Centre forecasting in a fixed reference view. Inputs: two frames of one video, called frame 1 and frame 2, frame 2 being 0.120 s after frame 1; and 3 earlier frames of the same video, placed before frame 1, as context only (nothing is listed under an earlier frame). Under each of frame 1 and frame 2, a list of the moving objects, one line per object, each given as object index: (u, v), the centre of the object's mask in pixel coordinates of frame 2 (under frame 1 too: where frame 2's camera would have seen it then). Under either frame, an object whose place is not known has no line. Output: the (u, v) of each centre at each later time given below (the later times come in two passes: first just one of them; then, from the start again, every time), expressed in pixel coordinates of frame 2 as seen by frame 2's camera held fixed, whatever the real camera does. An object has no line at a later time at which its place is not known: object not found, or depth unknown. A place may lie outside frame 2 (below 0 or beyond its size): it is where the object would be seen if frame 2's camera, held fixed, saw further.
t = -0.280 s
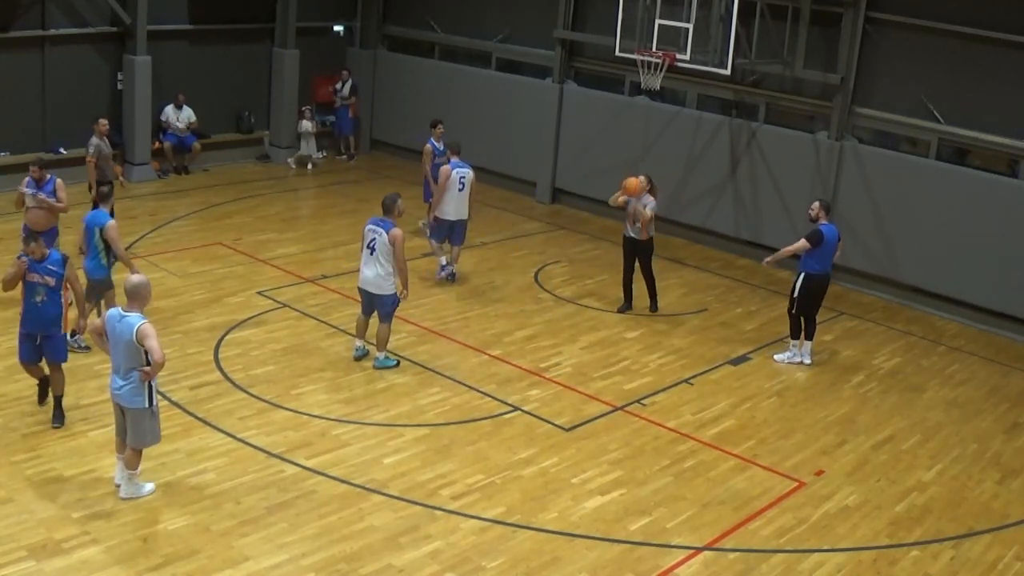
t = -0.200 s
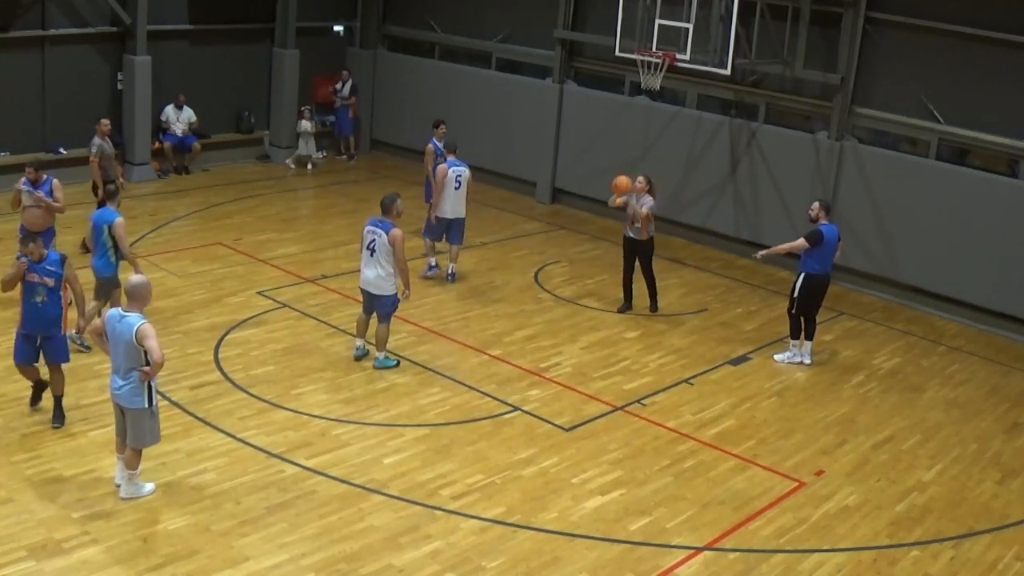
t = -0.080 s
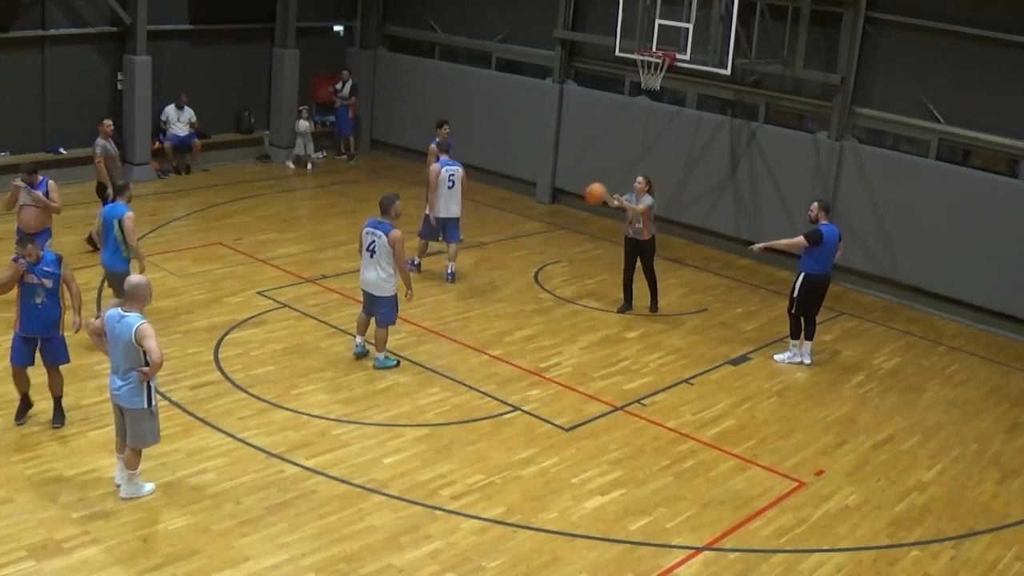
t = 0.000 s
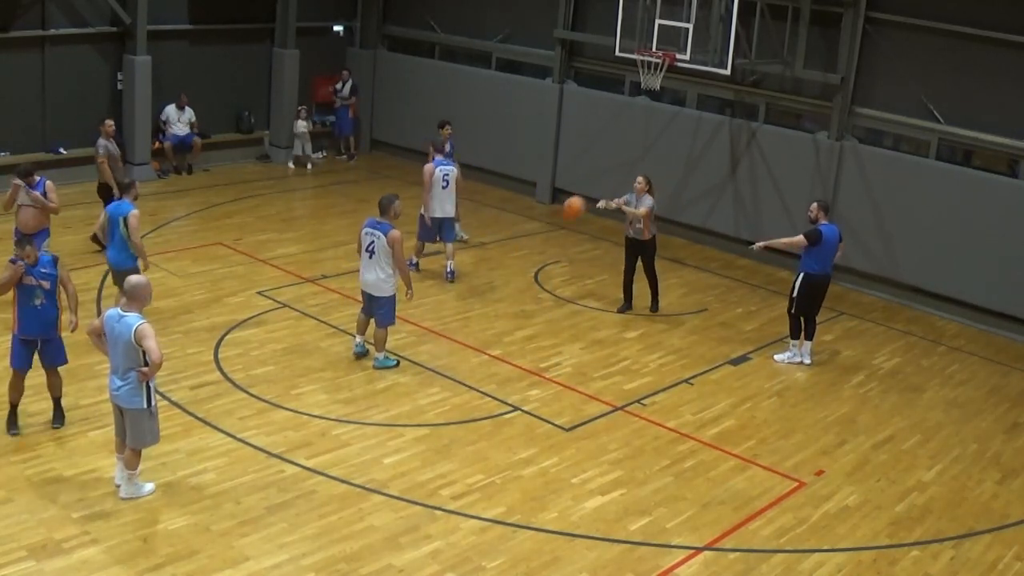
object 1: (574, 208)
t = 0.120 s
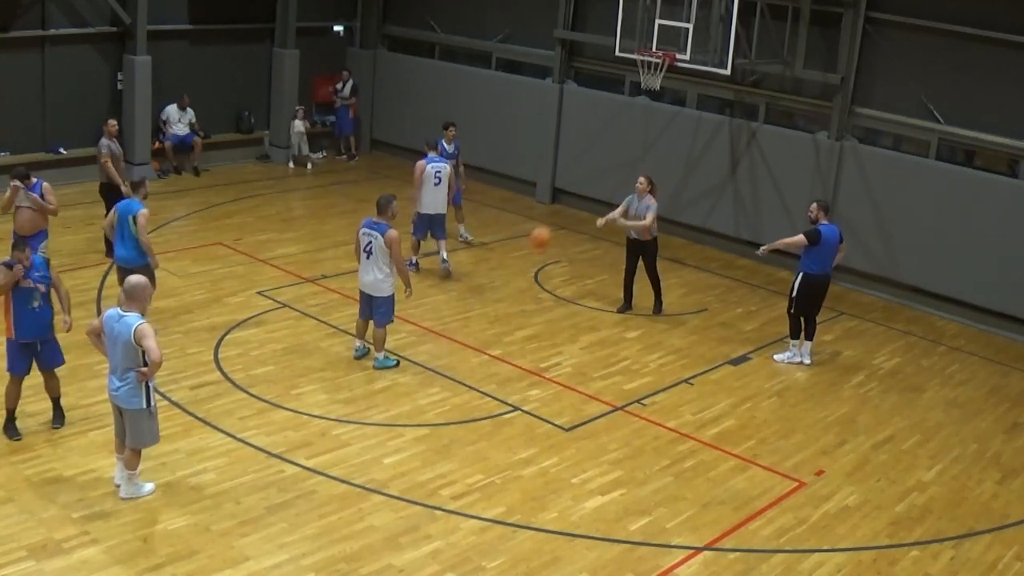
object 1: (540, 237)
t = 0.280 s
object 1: (492, 299)
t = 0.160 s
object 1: (529, 251)
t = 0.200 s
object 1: (517, 265)
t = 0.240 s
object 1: (505, 281)
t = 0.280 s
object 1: (492, 299)
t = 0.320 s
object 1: (481, 317)
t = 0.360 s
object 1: (473, 322)
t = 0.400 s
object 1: (469, 306)
